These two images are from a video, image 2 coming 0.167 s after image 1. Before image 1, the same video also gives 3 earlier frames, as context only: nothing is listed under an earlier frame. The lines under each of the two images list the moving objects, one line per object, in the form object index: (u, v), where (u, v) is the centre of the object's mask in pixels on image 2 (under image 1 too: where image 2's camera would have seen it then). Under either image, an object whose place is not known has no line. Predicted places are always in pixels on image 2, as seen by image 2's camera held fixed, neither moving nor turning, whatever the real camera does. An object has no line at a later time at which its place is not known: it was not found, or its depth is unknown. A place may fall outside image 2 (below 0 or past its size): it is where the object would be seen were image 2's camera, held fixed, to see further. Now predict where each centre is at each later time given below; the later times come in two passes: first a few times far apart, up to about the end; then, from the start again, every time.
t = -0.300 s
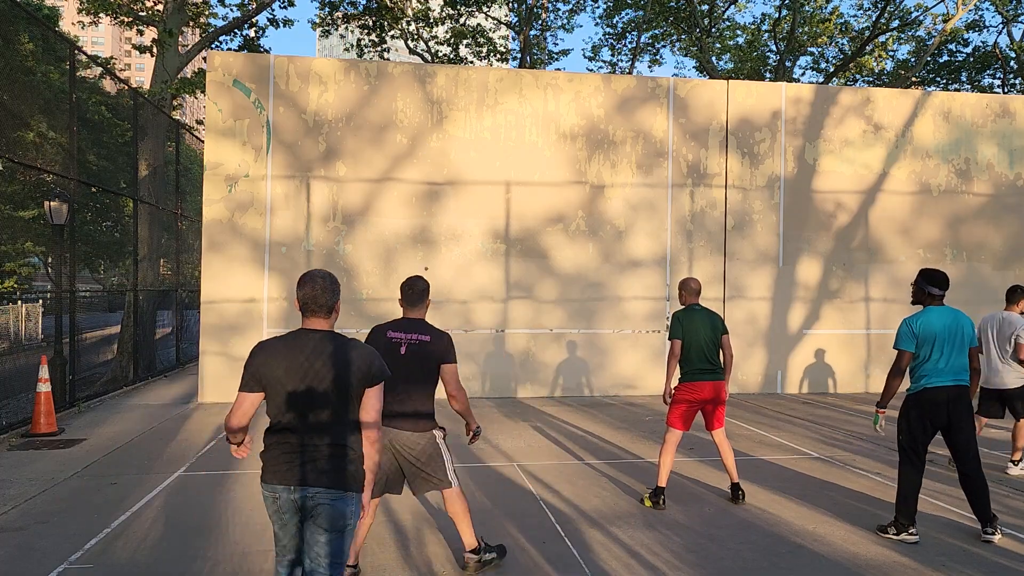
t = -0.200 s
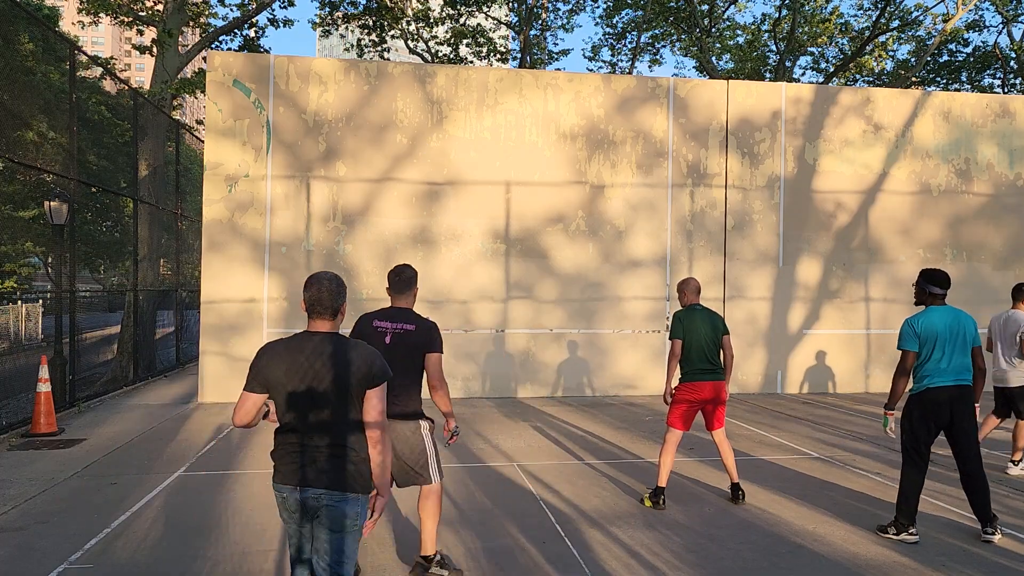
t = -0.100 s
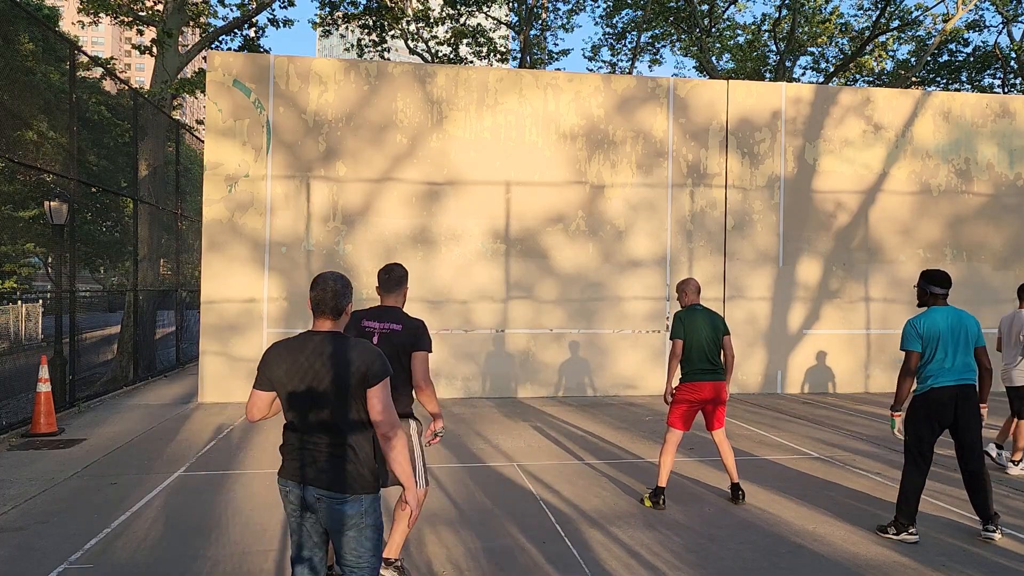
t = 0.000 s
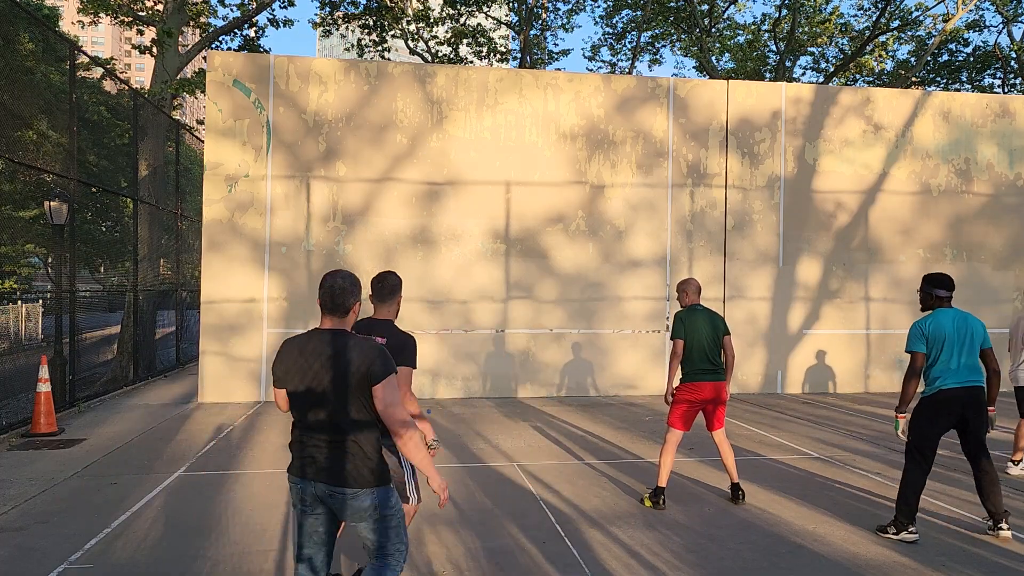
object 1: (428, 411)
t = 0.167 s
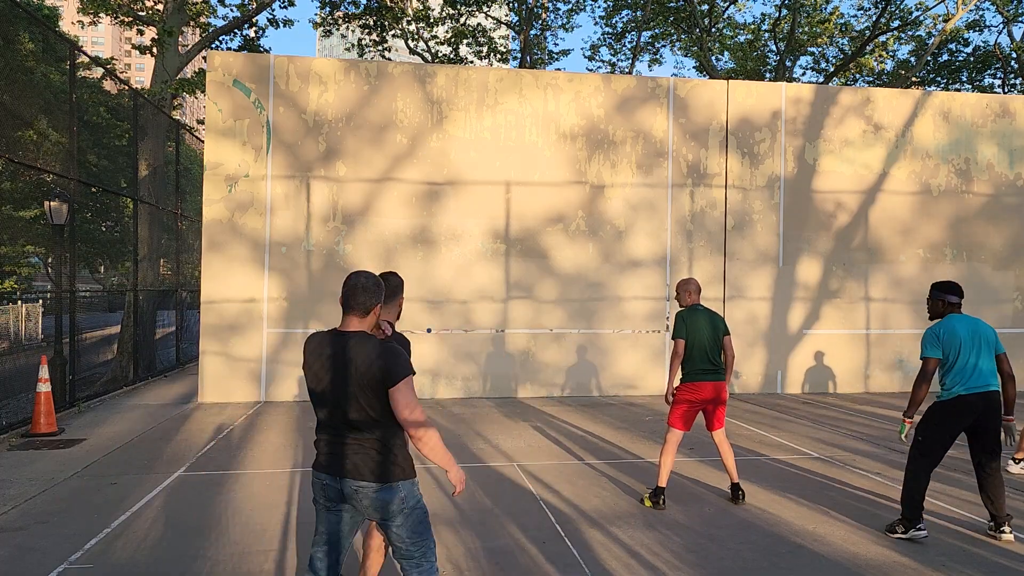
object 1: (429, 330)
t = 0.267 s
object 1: (429, 288)
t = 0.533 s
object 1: (427, 207)
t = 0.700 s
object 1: (424, 192)
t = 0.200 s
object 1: (429, 315)
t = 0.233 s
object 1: (429, 301)
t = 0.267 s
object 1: (429, 288)
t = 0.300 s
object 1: (429, 275)
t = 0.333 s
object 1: (428, 263)
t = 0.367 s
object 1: (428, 251)
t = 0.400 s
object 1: (428, 241)
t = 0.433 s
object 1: (428, 231)
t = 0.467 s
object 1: (427, 222)
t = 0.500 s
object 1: (427, 214)
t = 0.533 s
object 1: (427, 207)
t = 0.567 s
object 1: (426, 201)
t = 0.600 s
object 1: (426, 197)
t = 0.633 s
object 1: (425, 194)
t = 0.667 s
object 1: (425, 192)
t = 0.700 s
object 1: (424, 192)
